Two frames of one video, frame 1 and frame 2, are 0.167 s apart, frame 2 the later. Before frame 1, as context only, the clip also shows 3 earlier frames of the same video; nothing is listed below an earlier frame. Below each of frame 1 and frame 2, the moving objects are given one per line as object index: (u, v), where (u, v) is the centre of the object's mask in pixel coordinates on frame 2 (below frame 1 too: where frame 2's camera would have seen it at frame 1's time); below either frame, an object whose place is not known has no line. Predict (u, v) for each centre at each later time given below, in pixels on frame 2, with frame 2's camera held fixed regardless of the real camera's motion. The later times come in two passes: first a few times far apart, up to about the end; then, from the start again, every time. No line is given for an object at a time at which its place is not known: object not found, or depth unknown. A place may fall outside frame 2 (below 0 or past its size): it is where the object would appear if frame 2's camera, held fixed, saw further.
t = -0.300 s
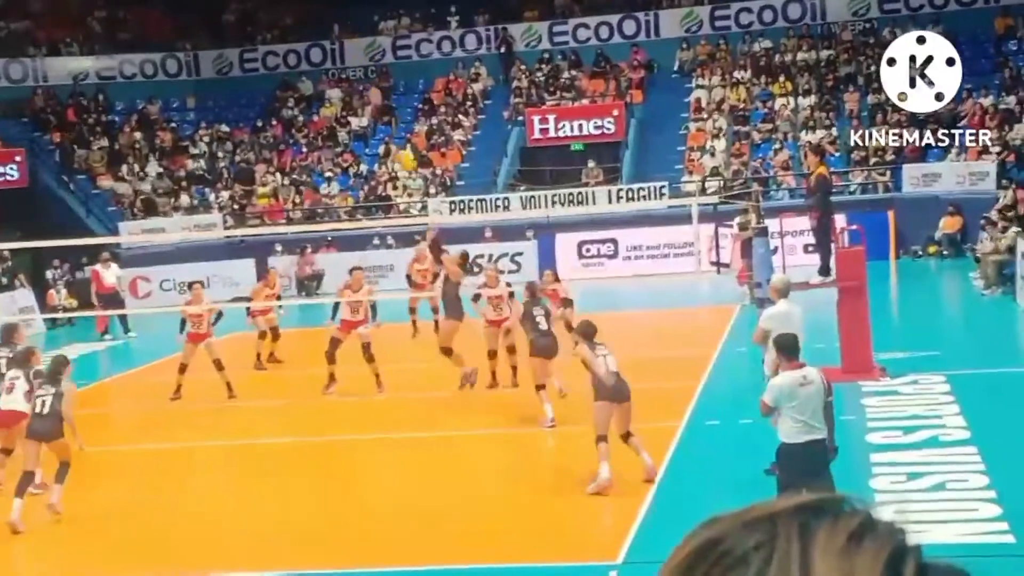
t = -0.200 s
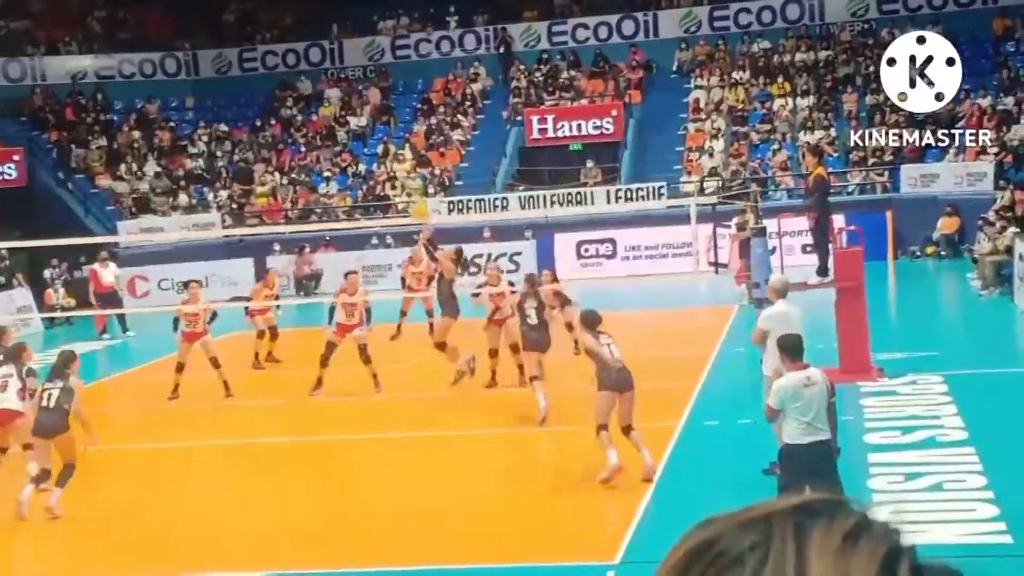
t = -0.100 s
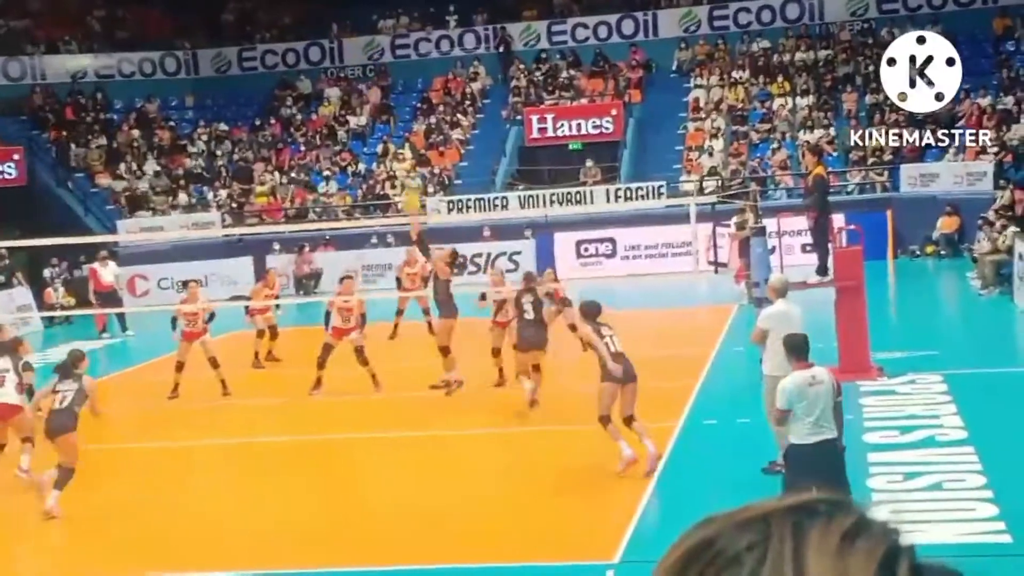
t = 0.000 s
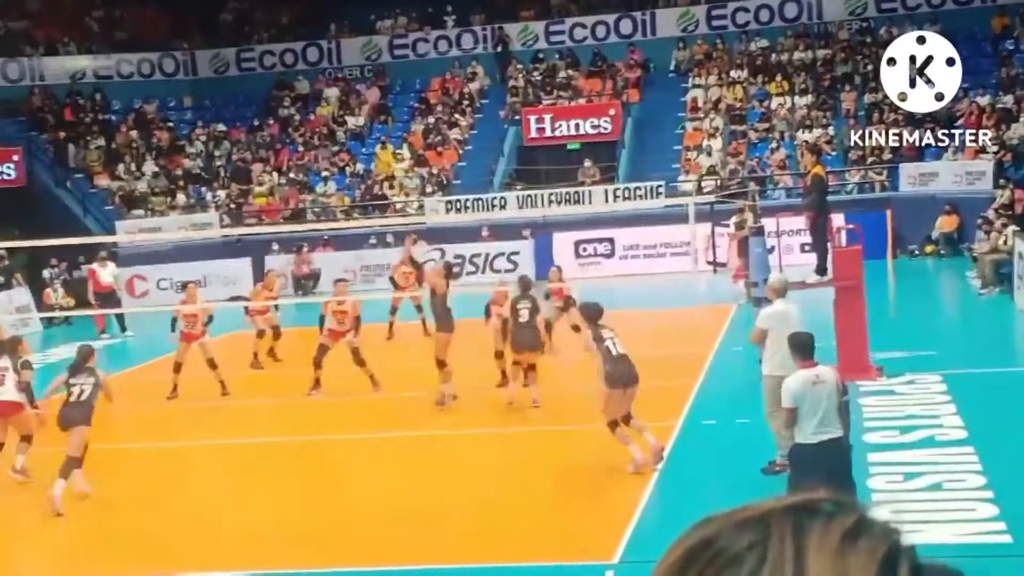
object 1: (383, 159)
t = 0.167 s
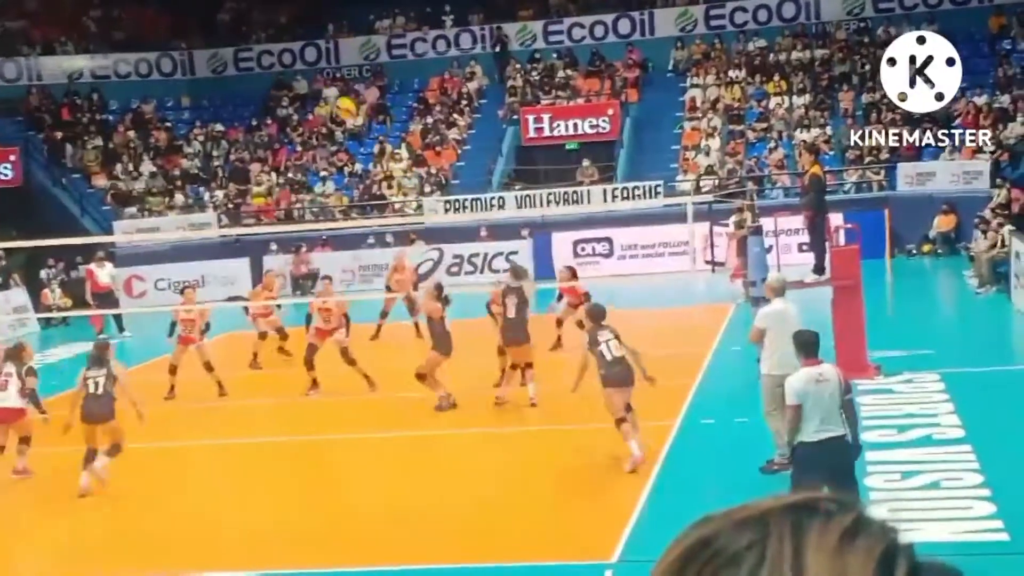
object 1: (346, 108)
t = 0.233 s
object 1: (330, 94)
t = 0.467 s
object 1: (280, 73)
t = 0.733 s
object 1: (227, 108)
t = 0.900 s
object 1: (196, 162)
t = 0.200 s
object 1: (338, 101)
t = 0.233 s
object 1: (330, 94)
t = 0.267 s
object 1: (322, 88)
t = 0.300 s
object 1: (315, 83)
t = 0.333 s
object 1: (308, 79)
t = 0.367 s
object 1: (301, 76)
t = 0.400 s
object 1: (295, 74)
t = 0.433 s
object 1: (288, 74)
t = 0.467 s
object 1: (280, 73)
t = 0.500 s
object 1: (273, 74)
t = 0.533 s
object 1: (266, 76)
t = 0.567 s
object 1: (260, 79)
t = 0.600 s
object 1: (253, 82)
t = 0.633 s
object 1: (246, 87)
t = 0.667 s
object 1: (239, 93)
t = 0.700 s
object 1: (233, 100)
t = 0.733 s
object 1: (227, 108)
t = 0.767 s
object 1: (221, 117)
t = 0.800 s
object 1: (215, 126)
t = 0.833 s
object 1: (210, 137)
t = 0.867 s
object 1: (203, 149)
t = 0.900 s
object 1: (196, 162)
